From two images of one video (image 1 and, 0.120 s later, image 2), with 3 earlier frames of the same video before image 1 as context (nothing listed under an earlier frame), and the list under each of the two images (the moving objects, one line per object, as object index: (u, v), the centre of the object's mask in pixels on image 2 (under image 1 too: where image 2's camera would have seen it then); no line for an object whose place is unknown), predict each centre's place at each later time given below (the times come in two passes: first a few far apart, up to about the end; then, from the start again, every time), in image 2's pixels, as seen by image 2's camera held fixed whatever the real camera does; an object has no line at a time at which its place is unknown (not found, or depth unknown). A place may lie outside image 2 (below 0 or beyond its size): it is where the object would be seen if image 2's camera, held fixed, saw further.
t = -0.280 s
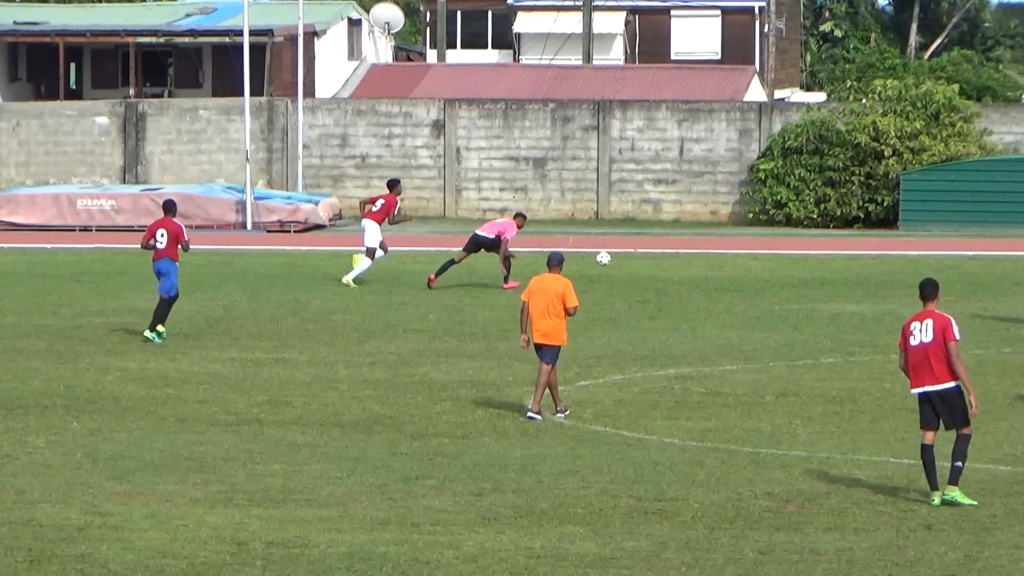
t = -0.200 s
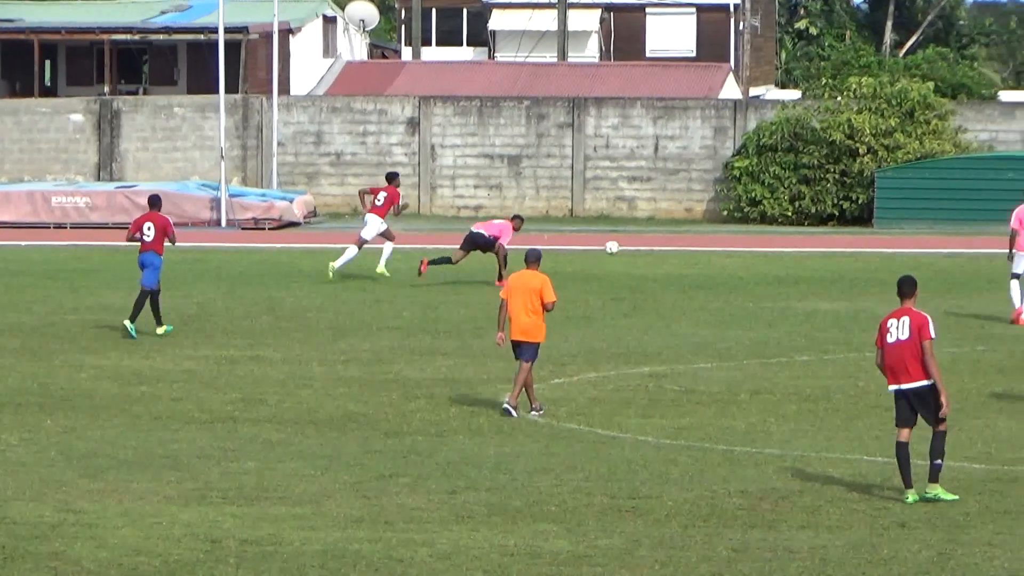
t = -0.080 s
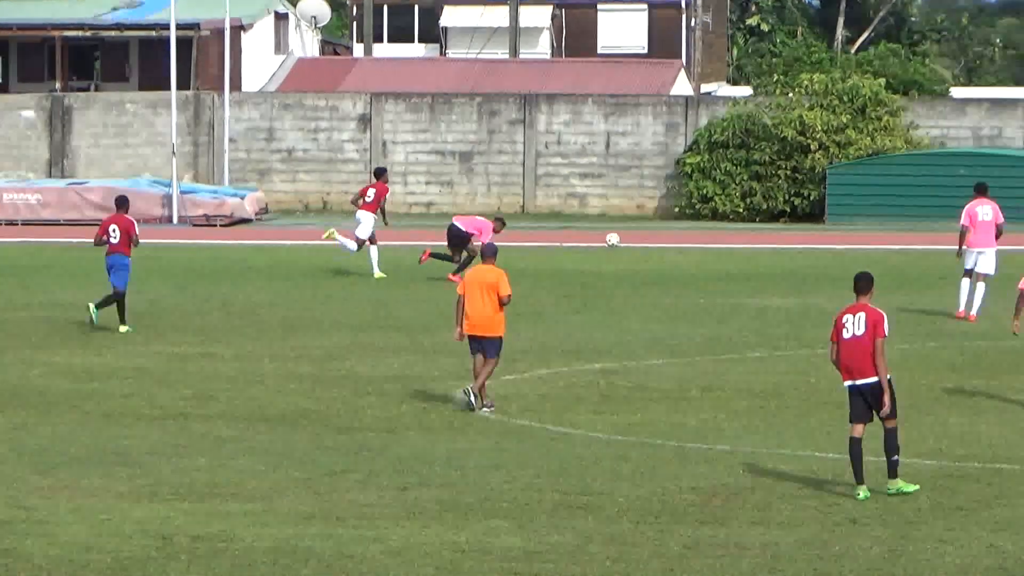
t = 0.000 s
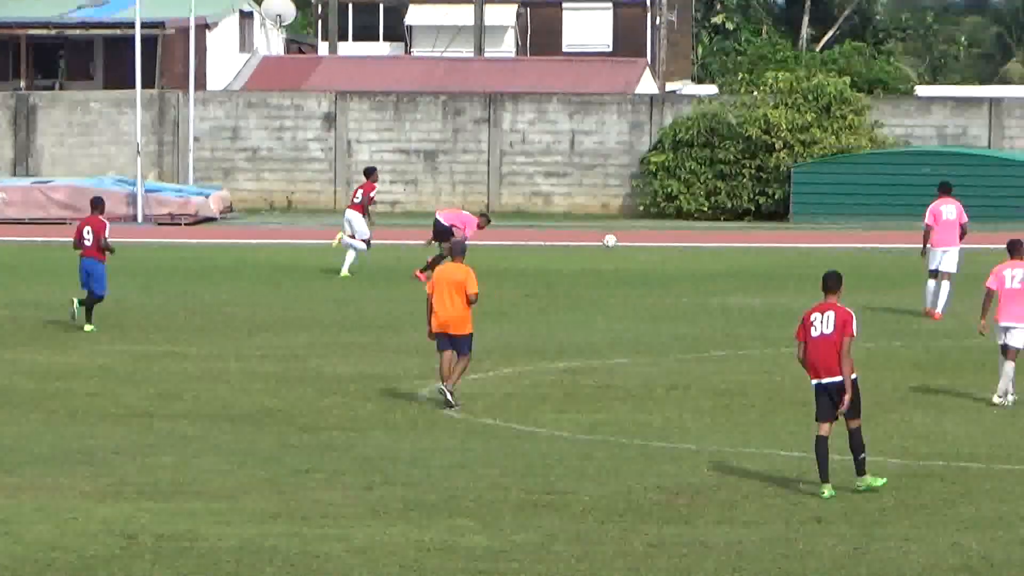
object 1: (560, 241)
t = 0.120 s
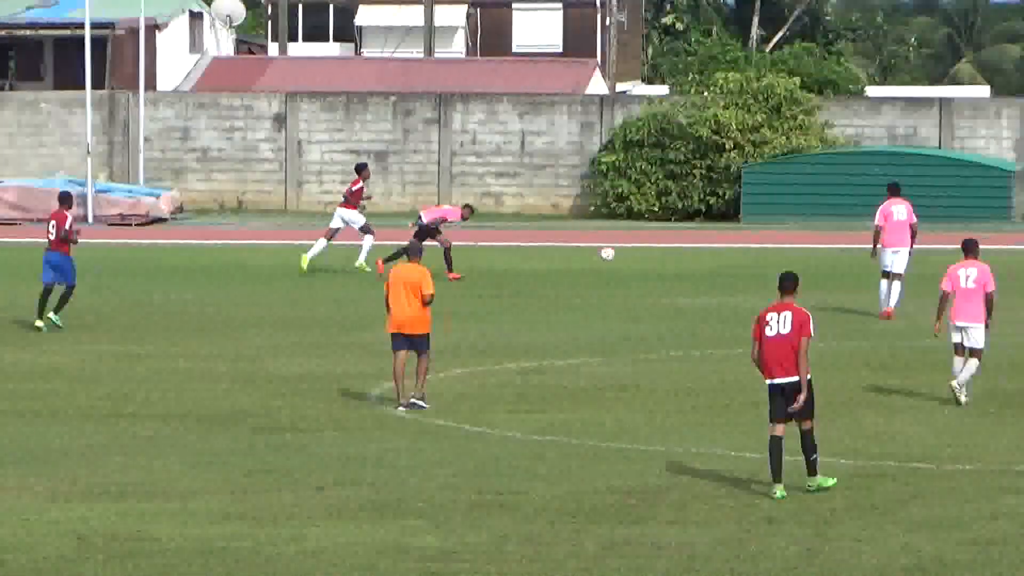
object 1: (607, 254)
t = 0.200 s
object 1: (638, 265)
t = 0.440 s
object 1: (724, 250)
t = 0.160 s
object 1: (623, 260)
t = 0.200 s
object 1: (638, 265)
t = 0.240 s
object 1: (652, 259)
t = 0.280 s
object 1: (667, 256)
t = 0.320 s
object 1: (682, 252)
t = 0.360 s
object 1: (696, 251)
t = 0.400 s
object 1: (709, 250)
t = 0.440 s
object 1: (724, 250)
